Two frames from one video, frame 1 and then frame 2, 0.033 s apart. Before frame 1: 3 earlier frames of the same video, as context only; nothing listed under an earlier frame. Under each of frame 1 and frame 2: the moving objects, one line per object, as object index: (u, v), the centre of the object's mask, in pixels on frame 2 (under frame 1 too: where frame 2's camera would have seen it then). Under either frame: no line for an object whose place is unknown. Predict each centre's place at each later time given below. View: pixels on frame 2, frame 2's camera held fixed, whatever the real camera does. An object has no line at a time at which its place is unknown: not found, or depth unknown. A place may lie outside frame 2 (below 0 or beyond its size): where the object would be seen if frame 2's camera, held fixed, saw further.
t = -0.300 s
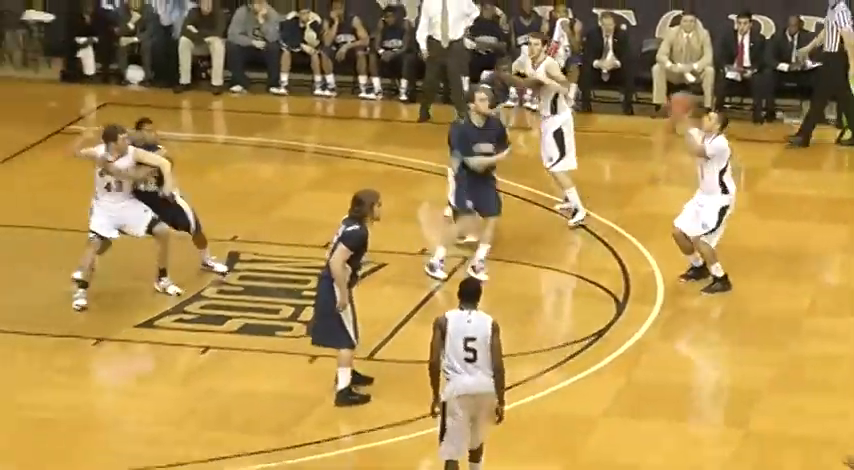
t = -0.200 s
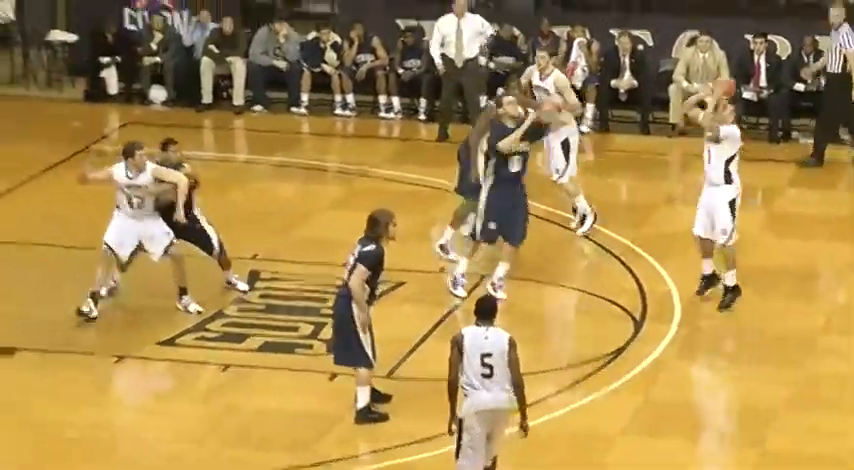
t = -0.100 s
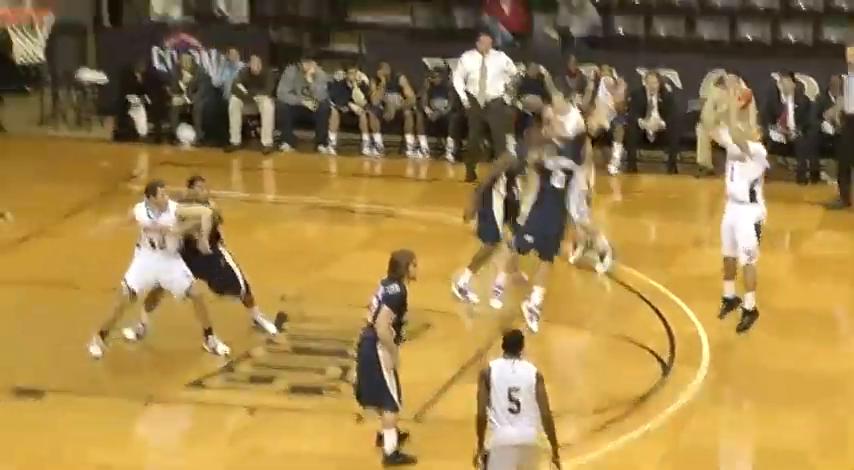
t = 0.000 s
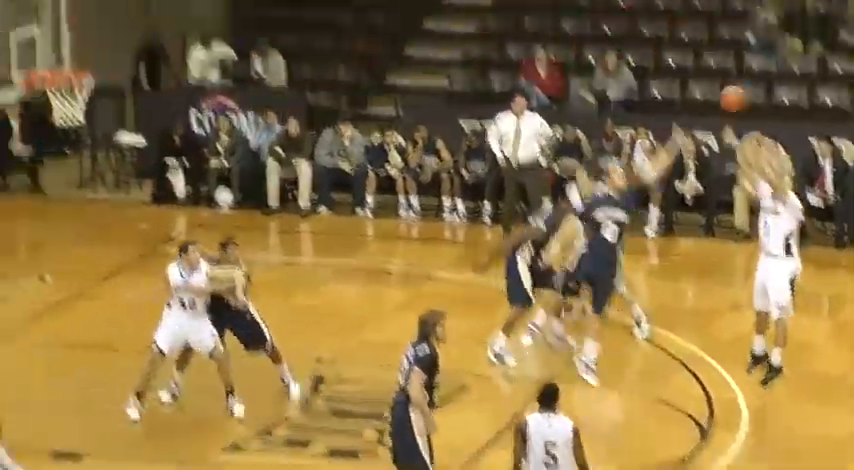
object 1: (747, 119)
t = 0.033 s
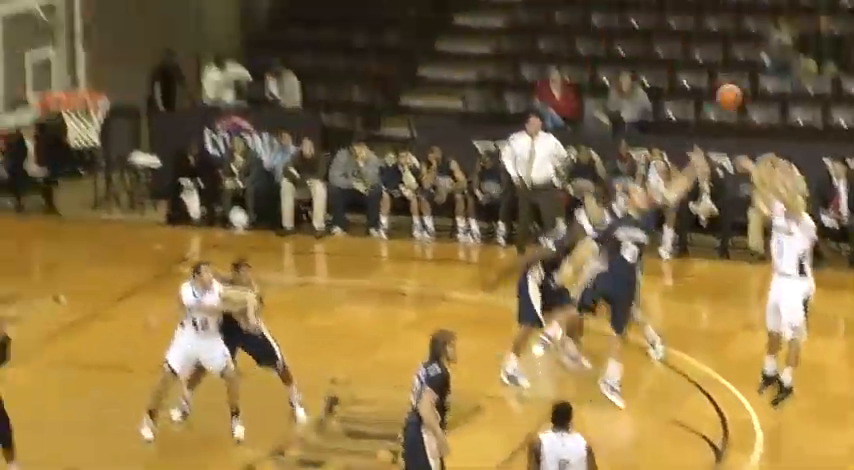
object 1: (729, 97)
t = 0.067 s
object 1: (711, 76)
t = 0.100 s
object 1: (694, 56)
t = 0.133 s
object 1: (675, 37)
